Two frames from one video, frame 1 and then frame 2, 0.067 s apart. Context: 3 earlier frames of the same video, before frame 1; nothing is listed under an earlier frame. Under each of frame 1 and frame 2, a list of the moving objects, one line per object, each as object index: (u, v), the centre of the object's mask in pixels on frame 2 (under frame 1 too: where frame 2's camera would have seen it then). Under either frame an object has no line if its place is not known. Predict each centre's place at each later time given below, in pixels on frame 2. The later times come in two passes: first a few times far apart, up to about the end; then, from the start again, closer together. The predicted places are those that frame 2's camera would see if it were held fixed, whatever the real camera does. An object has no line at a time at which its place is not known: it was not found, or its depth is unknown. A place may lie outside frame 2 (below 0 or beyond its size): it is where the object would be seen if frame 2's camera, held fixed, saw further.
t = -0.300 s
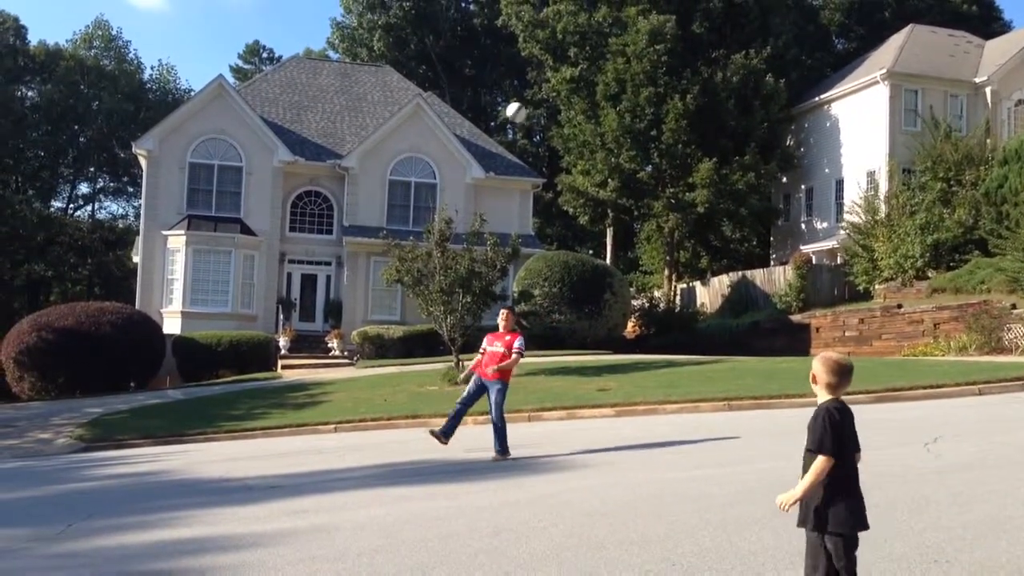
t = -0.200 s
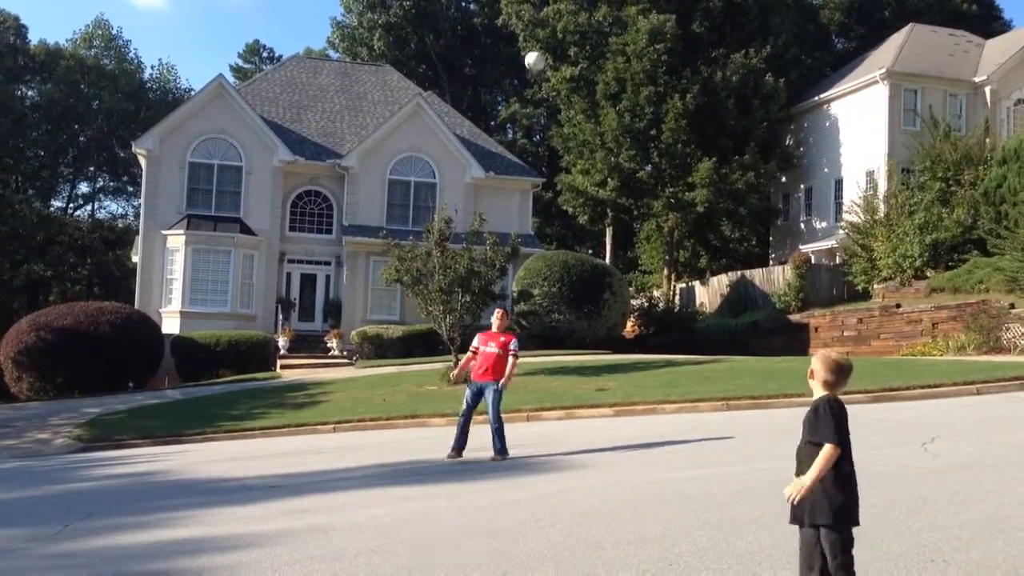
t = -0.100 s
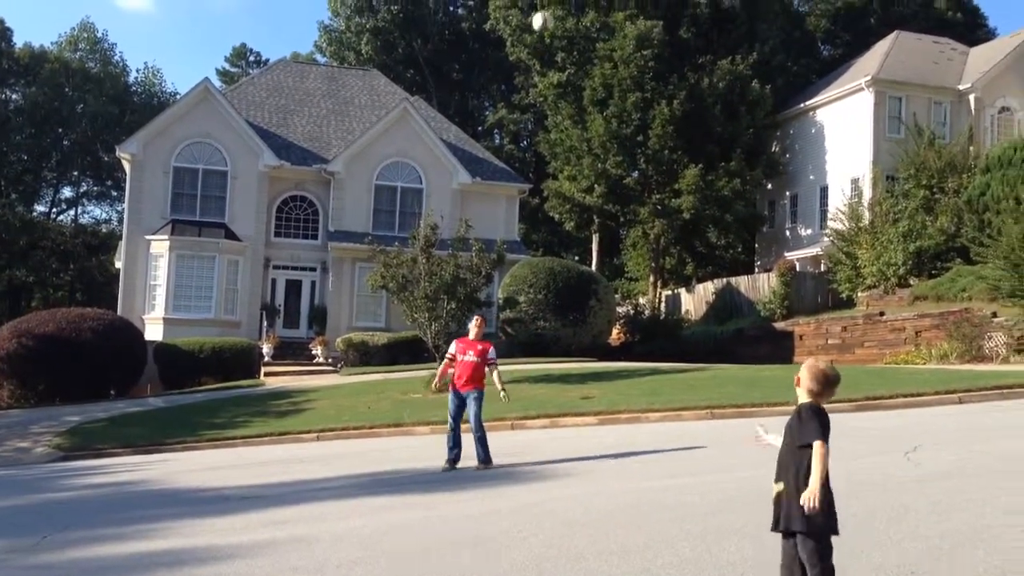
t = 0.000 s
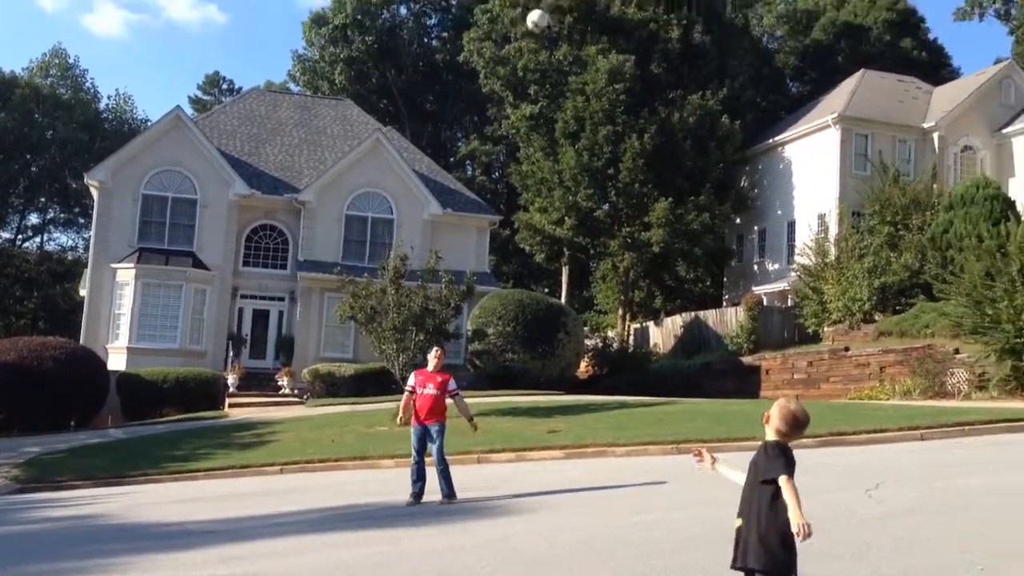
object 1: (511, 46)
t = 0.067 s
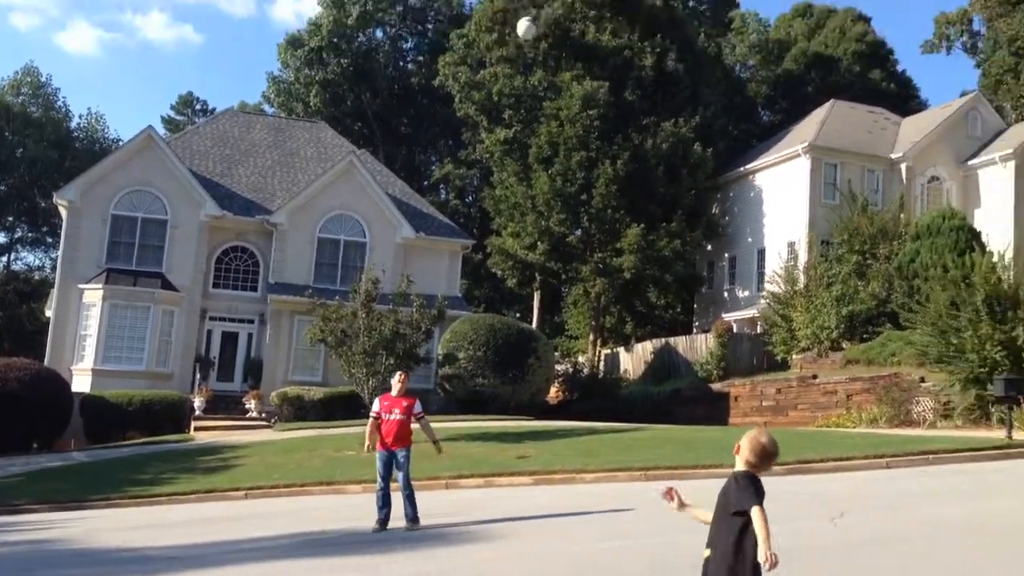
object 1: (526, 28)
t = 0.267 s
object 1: (572, 0)
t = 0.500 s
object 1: (631, 29)
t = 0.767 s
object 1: (705, 154)
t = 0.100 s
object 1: (533, 20)
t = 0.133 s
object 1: (542, 14)
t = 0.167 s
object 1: (549, 7)
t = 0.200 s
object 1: (559, 5)
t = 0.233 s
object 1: (567, -1)
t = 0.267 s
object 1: (572, 0)
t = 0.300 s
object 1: (579, -1)
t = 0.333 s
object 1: (589, 0)
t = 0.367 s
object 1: (597, 1)
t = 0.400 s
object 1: (606, 6)
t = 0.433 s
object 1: (615, 12)
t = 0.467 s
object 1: (624, 20)
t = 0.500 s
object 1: (631, 29)
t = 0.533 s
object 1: (638, 40)
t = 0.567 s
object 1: (648, 48)
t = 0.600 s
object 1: (658, 63)
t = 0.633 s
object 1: (667, 79)
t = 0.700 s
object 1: (685, 111)
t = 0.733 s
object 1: (694, 133)
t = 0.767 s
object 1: (705, 154)
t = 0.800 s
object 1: (715, 176)
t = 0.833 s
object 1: (722, 197)
